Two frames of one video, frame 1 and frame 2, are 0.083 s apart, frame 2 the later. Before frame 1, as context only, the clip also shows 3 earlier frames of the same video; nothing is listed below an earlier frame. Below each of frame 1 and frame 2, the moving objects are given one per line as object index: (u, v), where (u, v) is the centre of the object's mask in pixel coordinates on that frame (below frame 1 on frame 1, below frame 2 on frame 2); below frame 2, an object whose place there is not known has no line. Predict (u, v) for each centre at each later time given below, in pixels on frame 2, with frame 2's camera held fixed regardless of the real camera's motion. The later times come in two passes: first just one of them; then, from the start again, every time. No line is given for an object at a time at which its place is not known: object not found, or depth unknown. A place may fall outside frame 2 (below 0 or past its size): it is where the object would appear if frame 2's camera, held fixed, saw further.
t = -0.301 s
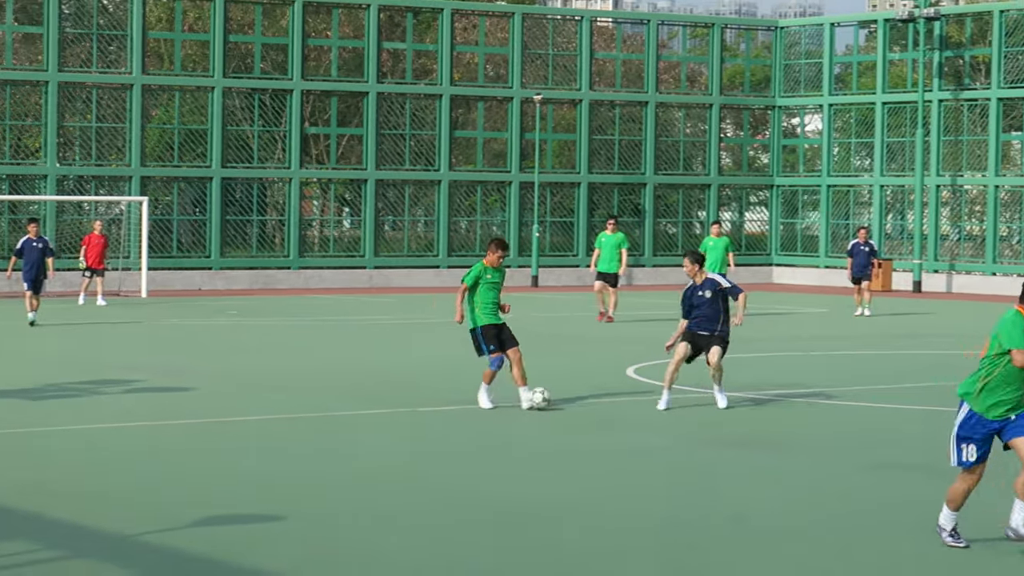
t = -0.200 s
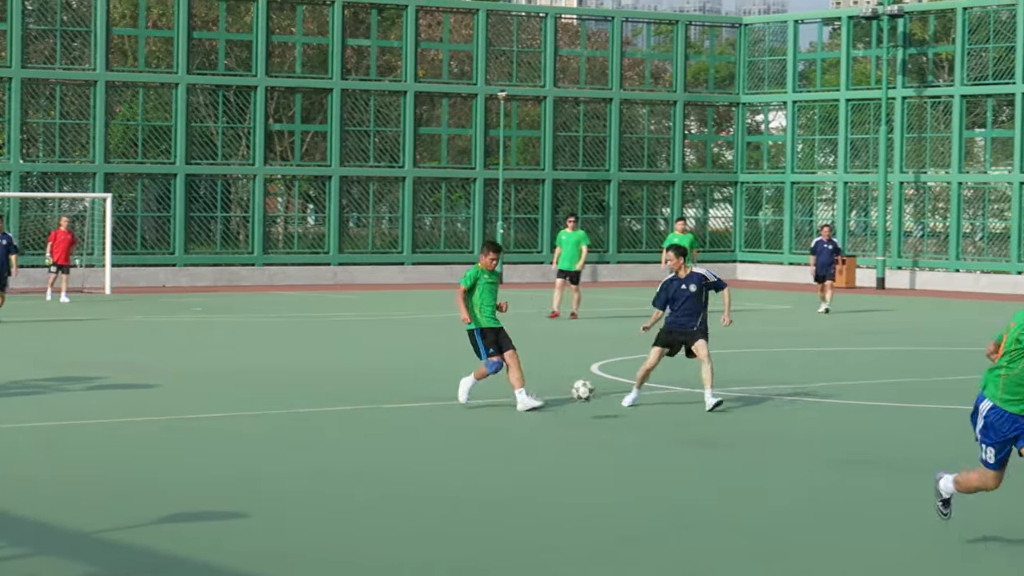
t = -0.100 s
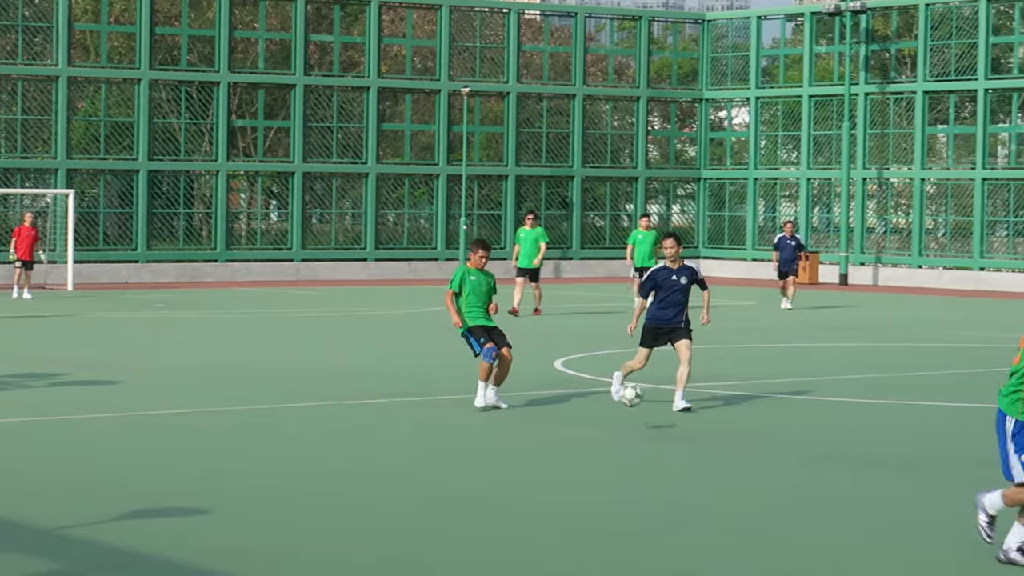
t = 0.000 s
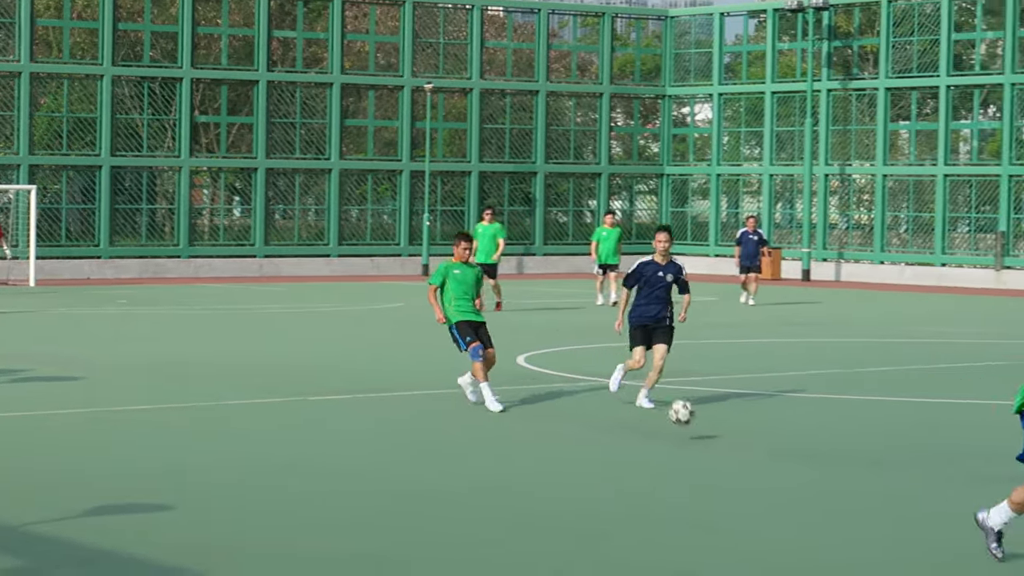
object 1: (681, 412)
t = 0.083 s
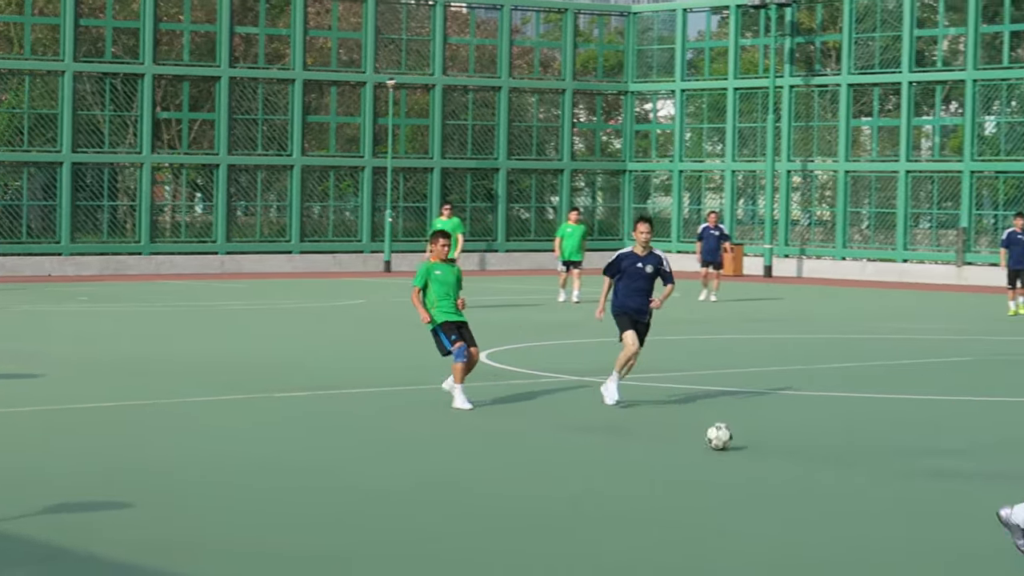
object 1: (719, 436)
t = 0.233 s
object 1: (831, 427)
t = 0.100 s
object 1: (731, 433)
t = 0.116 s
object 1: (742, 431)
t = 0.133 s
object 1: (754, 429)
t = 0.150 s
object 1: (767, 428)
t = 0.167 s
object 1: (779, 427)
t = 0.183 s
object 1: (791, 426)
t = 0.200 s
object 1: (804, 426)
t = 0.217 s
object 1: (818, 426)
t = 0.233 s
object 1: (831, 427)
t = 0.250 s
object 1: (845, 428)
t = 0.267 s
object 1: (859, 430)
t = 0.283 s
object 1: (873, 431)
